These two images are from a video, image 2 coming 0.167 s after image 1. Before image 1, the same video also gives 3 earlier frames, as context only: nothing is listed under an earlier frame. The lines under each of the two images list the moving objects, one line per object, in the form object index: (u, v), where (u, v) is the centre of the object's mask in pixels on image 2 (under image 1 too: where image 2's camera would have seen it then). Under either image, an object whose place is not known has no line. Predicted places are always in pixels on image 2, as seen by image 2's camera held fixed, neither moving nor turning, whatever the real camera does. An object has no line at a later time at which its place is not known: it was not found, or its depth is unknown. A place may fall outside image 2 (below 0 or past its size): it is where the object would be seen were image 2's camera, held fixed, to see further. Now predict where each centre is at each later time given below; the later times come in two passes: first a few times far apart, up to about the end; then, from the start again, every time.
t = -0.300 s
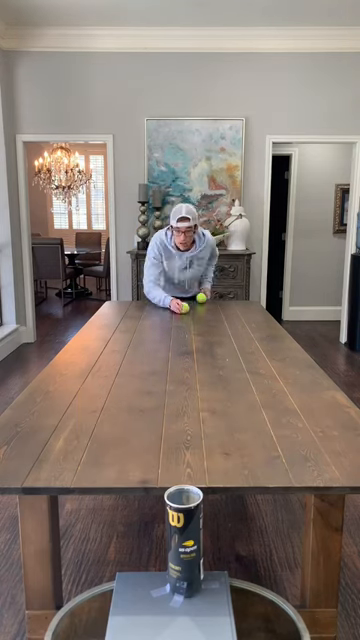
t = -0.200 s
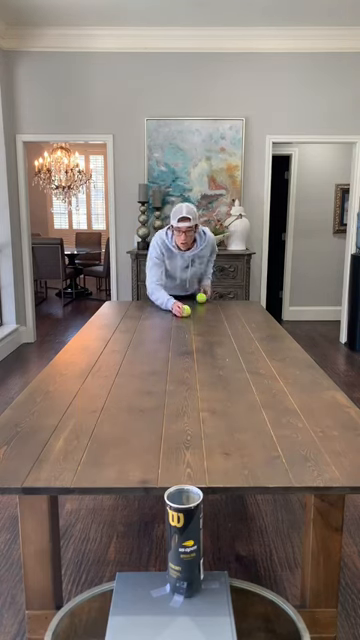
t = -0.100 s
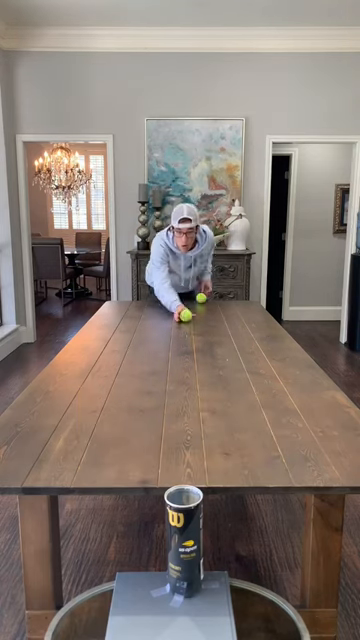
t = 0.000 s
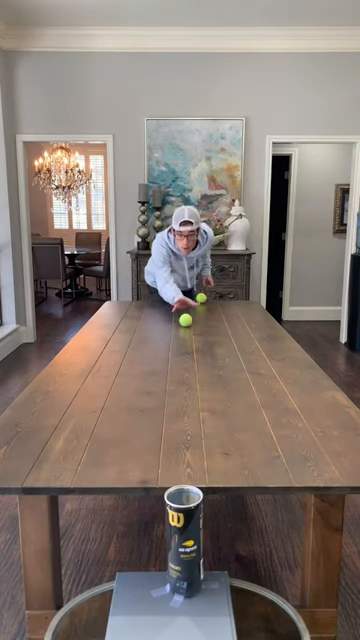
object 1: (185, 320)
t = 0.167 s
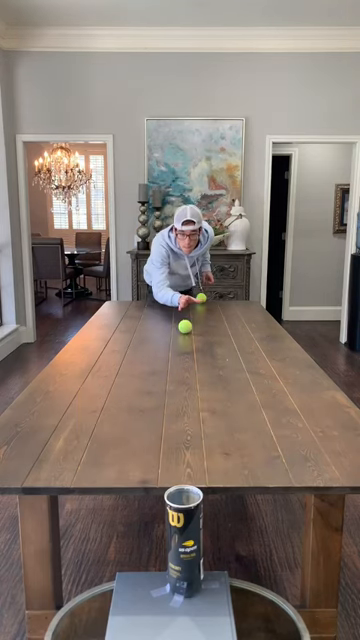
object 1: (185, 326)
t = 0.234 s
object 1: (184, 329)
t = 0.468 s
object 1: (182, 339)
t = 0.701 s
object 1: (178, 351)
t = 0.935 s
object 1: (172, 364)
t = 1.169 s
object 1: (164, 378)
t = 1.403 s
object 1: (153, 393)
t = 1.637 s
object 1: (139, 409)
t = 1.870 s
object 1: (120, 428)
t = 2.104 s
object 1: (97, 446)
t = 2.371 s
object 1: (64, 470)
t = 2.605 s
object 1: (36, 565)
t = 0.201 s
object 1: (184, 328)
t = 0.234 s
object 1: (184, 329)
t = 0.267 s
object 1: (184, 330)
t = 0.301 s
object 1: (184, 332)
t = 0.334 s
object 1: (183, 333)
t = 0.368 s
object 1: (183, 335)
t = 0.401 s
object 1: (183, 336)
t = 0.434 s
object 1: (182, 338)
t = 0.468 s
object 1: (182, 339)
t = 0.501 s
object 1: (181, 341)
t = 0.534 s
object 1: (181, 343)
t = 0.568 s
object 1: (180, 344)
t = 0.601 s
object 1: (180, 346)
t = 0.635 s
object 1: (179, 348)
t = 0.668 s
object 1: (179, 349)
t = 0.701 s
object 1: (178, 351)
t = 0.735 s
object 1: (177, 353)
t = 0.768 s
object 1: (177, 354)
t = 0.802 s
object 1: (176, 356)
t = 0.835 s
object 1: (175, 358)
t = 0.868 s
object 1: (174, 360)
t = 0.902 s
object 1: (173, 362)
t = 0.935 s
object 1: (172, 364)
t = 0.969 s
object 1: (171, 365)
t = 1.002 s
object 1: (170, 367)
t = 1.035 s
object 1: (169, 369)
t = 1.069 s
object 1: (168, 371)
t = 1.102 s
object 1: (167, 373)
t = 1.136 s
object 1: (166, 375)
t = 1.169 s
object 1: (164, 378)
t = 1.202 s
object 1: (163, 380)
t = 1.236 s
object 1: (161, 382)
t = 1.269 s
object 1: (160, 384)
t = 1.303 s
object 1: (159, 386)
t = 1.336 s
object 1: (157, 388)
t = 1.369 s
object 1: (155, 390)
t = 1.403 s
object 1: (153, 393)
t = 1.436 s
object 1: (152, 395)
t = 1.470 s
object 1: (150, 397)
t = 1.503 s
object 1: (148, 400)
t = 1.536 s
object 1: (145, 402)
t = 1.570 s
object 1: (143, 405)
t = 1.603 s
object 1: (141, 407)
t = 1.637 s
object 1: (139, 409)
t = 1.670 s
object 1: (136, 412)
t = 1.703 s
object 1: (134, 414)
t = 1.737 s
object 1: (131, 417)
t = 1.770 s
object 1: (128, 420)
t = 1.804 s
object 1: (126, 422)
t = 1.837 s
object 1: (123, 425)
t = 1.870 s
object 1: (120, 428)
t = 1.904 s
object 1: (117, 430)
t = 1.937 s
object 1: (113, 433)
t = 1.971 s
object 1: (110, 436)
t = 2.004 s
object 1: (107, 438)
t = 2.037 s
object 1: (104, 441)
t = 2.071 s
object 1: (100, 444)
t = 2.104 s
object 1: (97, 446)
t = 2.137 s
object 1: (93, 450)
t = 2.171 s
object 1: (89, 452)
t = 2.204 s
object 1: (85, 455)
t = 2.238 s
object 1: (81, 458)
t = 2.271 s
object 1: (77, 461)
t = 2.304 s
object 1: (73, 464)
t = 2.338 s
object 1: (68, 467)
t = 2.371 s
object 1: (64, 470)
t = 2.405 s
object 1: (60, 473)
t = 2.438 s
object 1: (56, 477)
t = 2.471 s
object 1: (51, 484)
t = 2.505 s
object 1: (47, 497)
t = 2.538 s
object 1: (44, 514)
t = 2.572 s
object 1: (40, 537)
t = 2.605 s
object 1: (36, 565)
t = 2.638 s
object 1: (33, 597)
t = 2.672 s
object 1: (30, 625)
